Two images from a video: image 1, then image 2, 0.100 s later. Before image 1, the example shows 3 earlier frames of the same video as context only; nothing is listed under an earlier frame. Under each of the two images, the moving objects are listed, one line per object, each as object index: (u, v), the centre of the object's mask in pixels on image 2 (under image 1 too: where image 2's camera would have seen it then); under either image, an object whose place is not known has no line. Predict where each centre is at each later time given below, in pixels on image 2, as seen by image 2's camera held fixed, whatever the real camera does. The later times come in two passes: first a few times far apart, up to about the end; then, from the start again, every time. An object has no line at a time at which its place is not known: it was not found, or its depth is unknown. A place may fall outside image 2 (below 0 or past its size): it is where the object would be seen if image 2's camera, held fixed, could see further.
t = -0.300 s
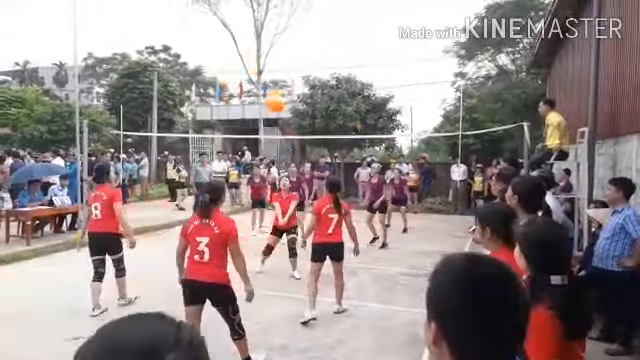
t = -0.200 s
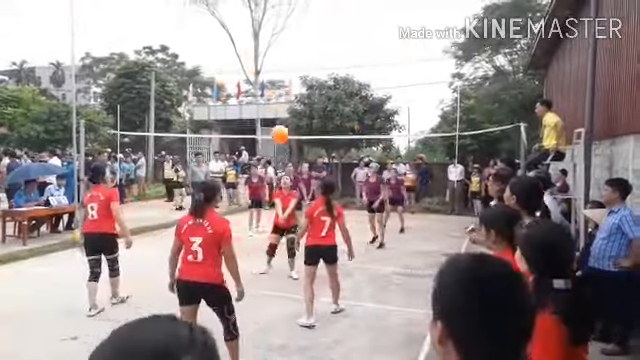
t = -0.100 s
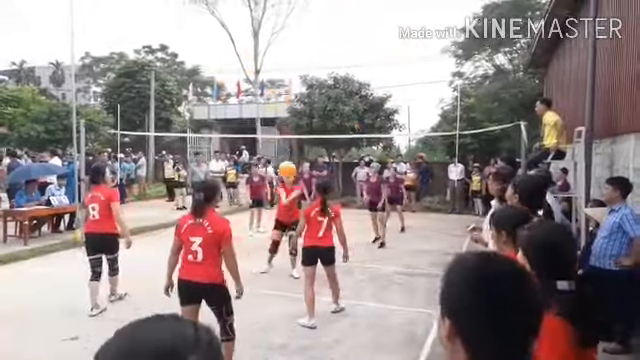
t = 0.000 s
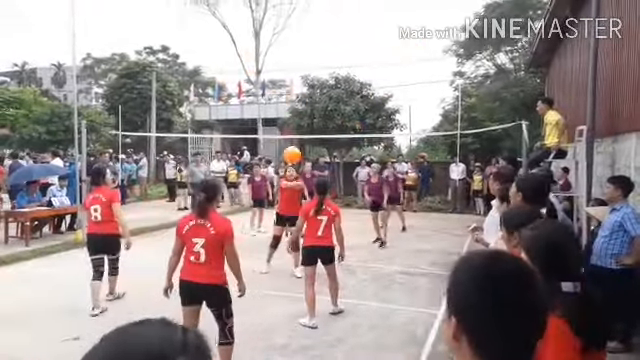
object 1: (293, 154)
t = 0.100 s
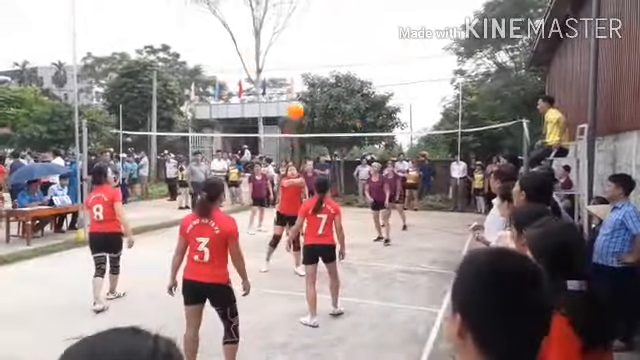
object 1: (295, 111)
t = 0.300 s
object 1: (296, 44)
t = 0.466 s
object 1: (298, 11)
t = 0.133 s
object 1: (295, 98)
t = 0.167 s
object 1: (296, 87)
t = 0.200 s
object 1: (296, 74)
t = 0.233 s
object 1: (296, 63)
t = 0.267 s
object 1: (296, 53)
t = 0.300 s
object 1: (296, 44)
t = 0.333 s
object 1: (296, 35)
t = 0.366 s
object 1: (297, 28)
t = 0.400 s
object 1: (297, 21)
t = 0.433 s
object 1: (297, 15)
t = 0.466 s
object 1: (298, 11)
